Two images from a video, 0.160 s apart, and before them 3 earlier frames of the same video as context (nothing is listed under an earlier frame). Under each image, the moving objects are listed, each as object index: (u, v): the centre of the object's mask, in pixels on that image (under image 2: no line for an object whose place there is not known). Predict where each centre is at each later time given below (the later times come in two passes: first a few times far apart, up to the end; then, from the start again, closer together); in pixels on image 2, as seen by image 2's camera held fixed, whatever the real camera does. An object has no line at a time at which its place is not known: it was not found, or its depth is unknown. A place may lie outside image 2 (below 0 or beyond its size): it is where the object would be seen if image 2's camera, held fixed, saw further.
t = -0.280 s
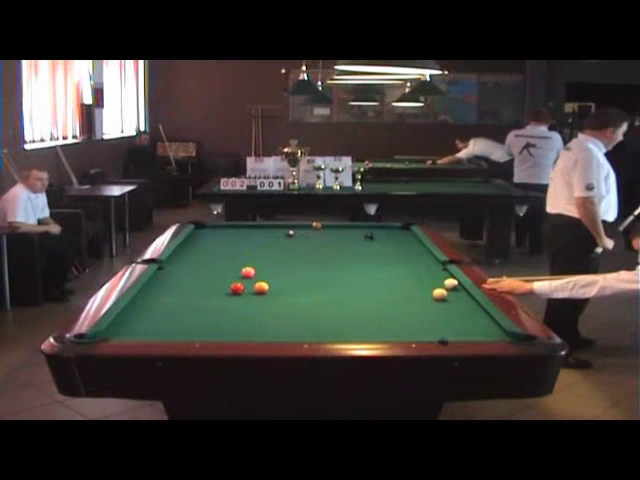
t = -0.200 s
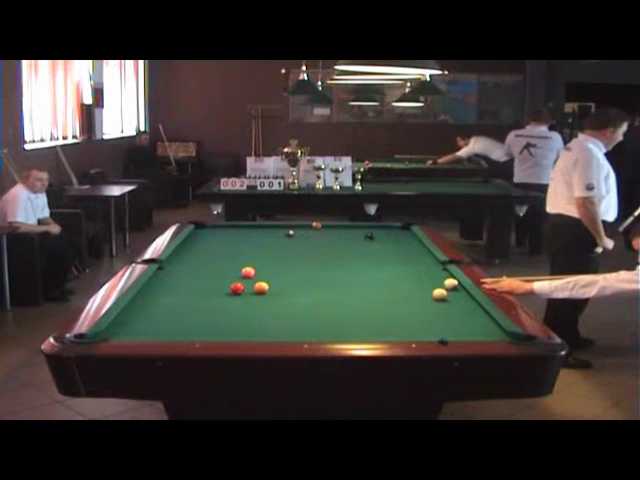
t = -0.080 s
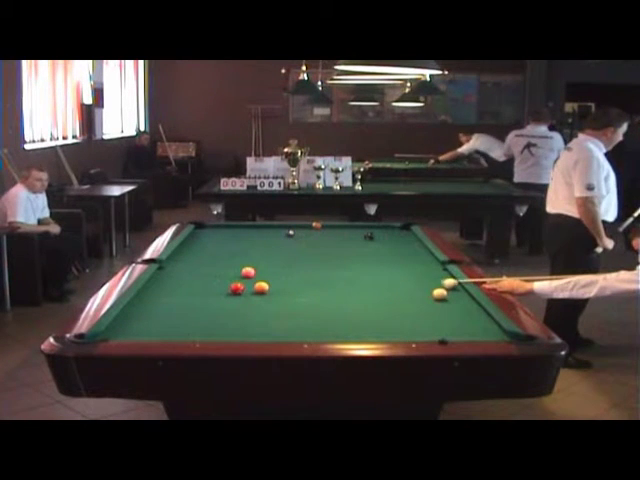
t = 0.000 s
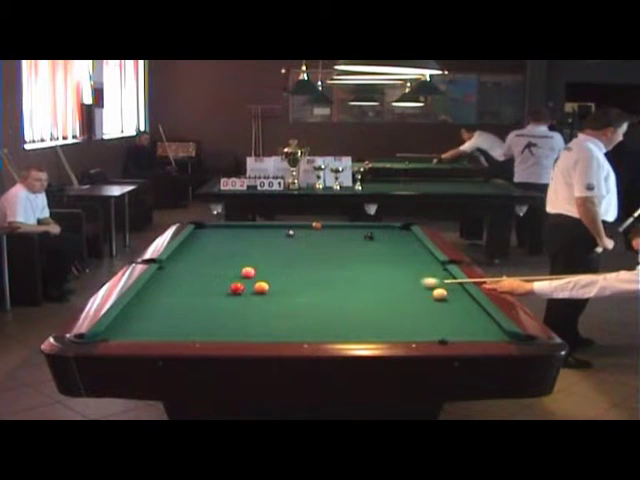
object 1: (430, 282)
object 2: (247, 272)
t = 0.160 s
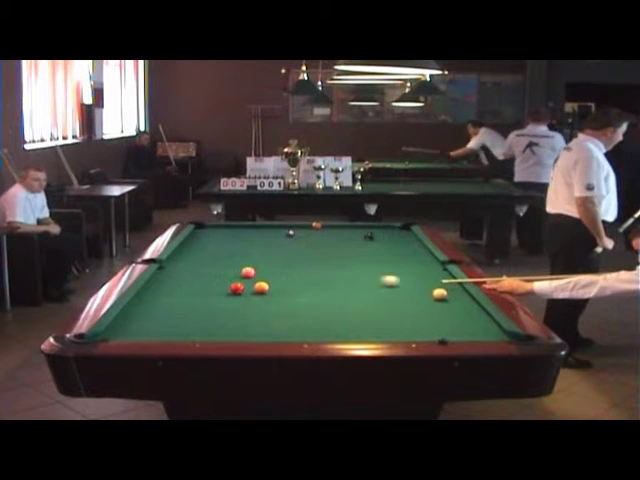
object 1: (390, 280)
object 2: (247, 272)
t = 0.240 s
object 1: (370, 279)
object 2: (247, 272)
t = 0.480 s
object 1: (313, 276)
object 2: (247, 272)
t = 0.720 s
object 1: (261, 273)
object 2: (247, 272)
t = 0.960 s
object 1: (244, 274)
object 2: (218, 269)
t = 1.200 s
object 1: (228, 275)
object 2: (193, 266)
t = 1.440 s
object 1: (214, 276)
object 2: (170, 264)
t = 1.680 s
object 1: (201, 277)
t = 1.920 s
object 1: (190, 278)
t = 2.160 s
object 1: (180, 279)
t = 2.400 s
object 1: (171, 279)
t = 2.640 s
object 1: (165, 280)
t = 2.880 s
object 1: (159, 280)
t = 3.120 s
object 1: (154, 281)
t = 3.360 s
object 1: (153, 281)
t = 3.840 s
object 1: (152, 283)
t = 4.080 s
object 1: (153, 281)
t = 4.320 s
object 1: (153, 281)
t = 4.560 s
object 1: (153, 281)
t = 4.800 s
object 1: (153, 281)
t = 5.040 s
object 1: (153, 281)
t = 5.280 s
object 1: (153, 281)
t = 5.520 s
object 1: (153, 281)
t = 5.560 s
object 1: (153, 281)
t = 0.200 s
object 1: (380, 280)
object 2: (247, 272)
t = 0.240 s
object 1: (370, 279)
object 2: (247, 272)
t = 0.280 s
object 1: (360, 279)
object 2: (247, 272)
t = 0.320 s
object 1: (350, 278)
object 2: (247, 272)
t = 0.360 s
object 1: (341, 278)
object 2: (247, 272)
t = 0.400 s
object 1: (331, 277)
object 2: (247, 272)
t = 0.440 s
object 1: (322, 277)
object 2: (247, 272)
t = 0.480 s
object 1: (313, 276)
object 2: (247, 272)
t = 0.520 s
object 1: (304, 276)
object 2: (247, 272)
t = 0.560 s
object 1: (294, 275)
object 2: (247, 272)
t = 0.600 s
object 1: (286, 275)
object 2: (247, 272)
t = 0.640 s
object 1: (277, 274)
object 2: (247, 272)
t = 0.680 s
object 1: (268, 274)
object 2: (247, 272)
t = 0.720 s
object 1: (261, 273)
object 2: (247, 272)
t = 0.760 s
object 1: (257, 273)
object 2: (241, 271)
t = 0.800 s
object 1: (254, 274)
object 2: (236, 270)
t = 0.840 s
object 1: (251, 274)
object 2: (232, 270)
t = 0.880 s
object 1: (249, 274)
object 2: (227, 269)
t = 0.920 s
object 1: (246, 274)
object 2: (222, 269)
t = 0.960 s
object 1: (244, 274)
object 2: (218, 269)
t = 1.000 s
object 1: (241, 274)
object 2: (214, 268)
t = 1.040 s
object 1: (238, 275)
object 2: (210, 268)
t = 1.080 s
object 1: (235, 275)
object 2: (206, 267)
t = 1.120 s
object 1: (233, 275)
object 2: (201, 267)
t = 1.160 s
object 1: (230, 275)
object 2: (197, 266)
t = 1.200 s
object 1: (228, 275)
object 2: (193, 266)
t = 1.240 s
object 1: (225, 276)
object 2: (189, 265)
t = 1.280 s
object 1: (223, 276)
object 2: (185, 265)
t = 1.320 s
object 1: (221, 276)
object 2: (182, 265)
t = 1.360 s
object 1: (218, 276)
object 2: (178, 264)
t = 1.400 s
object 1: (216, 276)
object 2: (174, 264)
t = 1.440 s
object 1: (214, 276)
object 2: (170, 264)
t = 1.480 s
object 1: (212, 276)
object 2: (167, 263)
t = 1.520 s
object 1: (210, 277)
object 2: (164, 263)
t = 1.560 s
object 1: (207, 277)
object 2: (161, 264)
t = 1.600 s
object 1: (205, 277)
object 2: (159, 267)
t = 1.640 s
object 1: (203, 277)
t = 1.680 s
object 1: (201, 277)
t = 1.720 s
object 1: (199, 278)
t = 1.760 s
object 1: (197, 278)
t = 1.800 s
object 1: (195, 278)
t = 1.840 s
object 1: (193, 278)
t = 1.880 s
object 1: (192, 278)
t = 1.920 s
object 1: (190, 278)
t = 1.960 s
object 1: (188, 278)
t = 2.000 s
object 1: (186, 278)
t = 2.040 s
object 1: (185, 279)
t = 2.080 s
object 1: (183, 279)
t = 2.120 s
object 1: (182, 279)
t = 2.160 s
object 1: (180, 279)
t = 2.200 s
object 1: (179, 279)
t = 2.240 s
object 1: (177, 279)
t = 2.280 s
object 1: (175, 279)
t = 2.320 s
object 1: (174, 279)
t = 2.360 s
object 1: (173, 279)
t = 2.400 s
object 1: (171, 279)
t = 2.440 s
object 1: (170, 280)
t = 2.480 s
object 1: (169, 280)
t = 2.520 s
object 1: (168, 280)
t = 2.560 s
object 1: (167, 280)
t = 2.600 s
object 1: (165, 280)
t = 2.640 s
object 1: (165, 280)
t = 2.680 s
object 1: (163, 280)
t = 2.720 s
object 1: (163, 280)
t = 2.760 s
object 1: (161, 280)
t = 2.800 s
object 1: (160, 280)
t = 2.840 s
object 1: (160, 280)
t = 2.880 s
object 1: (159, 280)
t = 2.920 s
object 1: (158, 280)
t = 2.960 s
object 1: (157, 280)
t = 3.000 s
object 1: (156, 280)
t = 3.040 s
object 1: (156, 281)
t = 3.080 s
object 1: (155, 281)
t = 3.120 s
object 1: (154, 281)
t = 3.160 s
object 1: (154, 281)
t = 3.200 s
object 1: (153, 281)
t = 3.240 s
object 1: (153, 281)
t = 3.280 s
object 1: (153, 281)
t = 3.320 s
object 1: (153, 281)
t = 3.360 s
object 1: (153, 281)
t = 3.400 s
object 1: (153, 281)
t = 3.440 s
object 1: (153, 281)
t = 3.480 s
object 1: (153, 281)
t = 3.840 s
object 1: (152, 283)
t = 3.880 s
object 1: (152, 283)
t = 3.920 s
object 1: (154, 282)
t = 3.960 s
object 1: (154, 281)
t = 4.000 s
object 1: (154, 280)
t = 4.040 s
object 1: (153, 281)
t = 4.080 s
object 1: (153, 281)
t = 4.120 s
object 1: (153, 281)
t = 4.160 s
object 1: (153, 281)
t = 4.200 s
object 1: (153, 281)
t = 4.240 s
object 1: (153, 281)
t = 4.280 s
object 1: (153, 281)
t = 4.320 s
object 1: (153, 281)
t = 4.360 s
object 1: (153, 281)
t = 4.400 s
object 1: (153, 281)
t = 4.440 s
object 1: (153, 281)
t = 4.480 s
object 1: (153, 281)
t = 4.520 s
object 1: (153, 281)
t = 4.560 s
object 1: (153, 281)
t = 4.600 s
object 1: (153, 281)
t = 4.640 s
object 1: (153, 281)
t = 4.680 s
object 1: (153, 281)
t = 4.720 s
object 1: (153, 281)
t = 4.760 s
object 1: (153, 281)
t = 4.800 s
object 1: (153, 281)
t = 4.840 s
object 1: (153, 281)
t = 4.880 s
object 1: (153, 281)
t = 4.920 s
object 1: (153, 281)
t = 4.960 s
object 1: (153, 281)
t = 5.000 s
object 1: (153, 281)
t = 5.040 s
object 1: (153, 281)
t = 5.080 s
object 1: (153, 281)
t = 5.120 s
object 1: (153, 281)
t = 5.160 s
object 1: (153, 281)
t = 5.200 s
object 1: (153, 281)
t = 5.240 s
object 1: (153, 281)
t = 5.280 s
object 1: (153, 281)
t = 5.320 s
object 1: (153, 281)
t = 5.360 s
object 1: (153, 281)
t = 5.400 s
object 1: (153, 281)
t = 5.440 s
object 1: (153, 281)
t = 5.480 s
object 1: (153, 281)
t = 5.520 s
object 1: (153, 281)
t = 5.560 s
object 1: (153, 281)
